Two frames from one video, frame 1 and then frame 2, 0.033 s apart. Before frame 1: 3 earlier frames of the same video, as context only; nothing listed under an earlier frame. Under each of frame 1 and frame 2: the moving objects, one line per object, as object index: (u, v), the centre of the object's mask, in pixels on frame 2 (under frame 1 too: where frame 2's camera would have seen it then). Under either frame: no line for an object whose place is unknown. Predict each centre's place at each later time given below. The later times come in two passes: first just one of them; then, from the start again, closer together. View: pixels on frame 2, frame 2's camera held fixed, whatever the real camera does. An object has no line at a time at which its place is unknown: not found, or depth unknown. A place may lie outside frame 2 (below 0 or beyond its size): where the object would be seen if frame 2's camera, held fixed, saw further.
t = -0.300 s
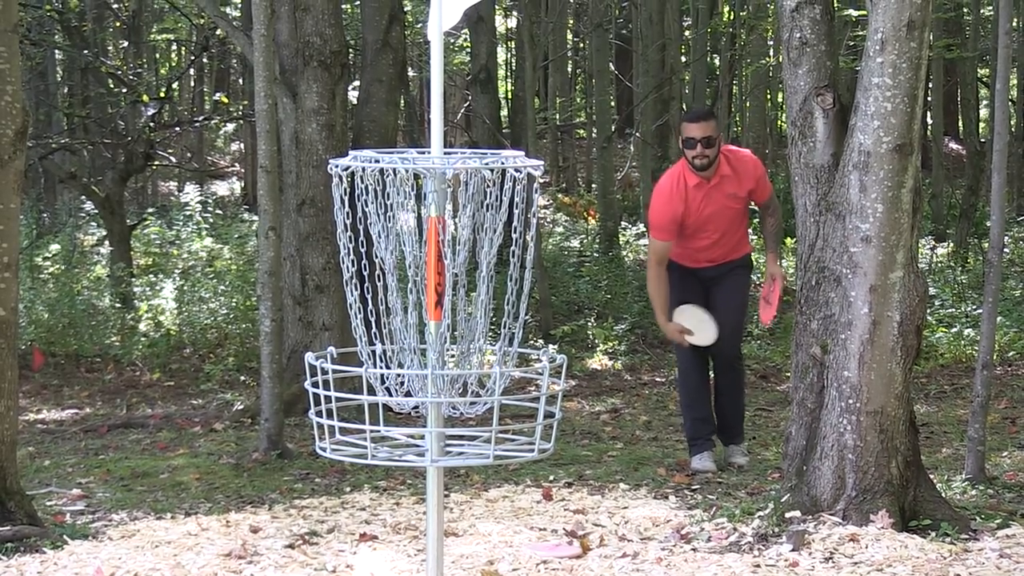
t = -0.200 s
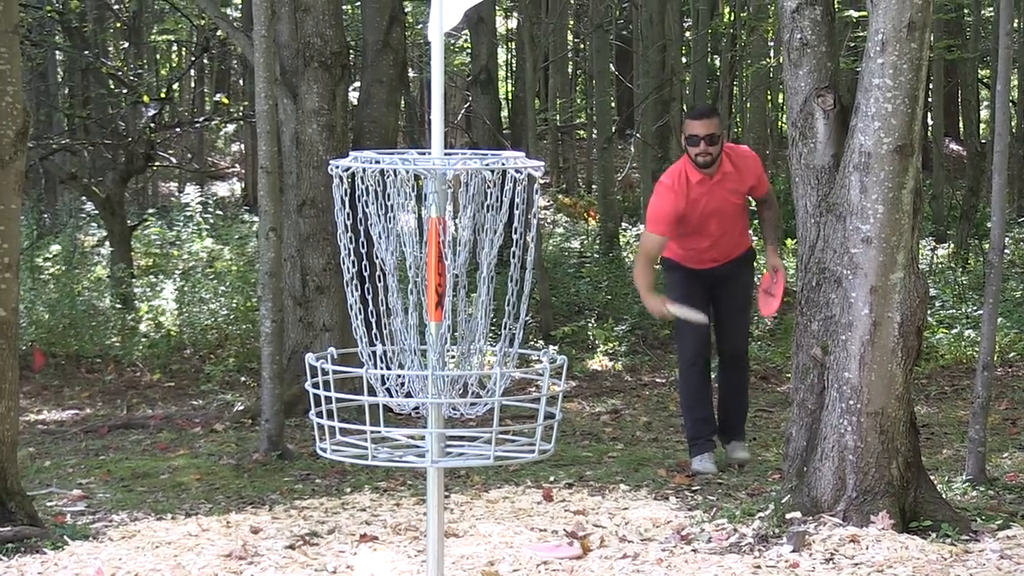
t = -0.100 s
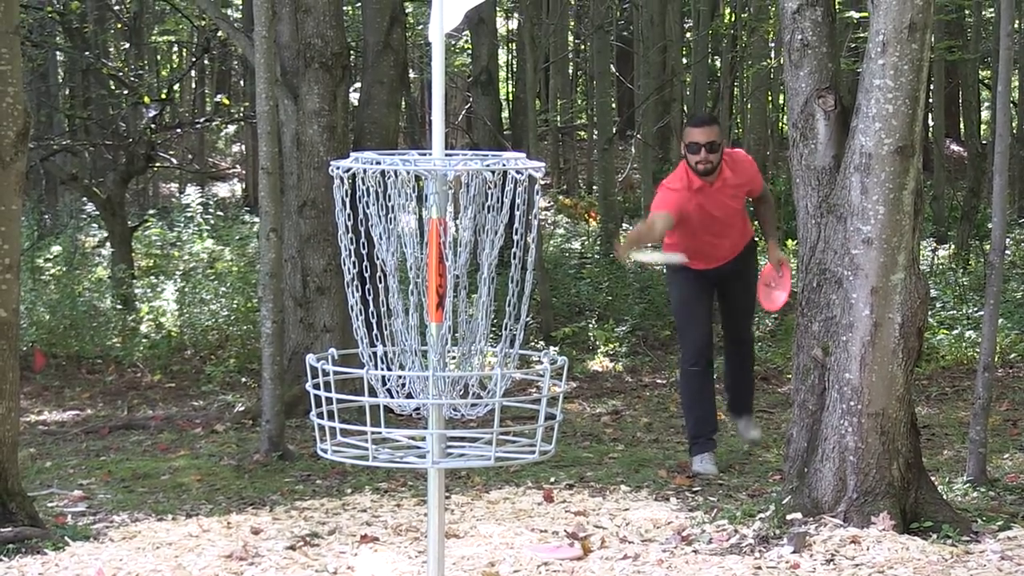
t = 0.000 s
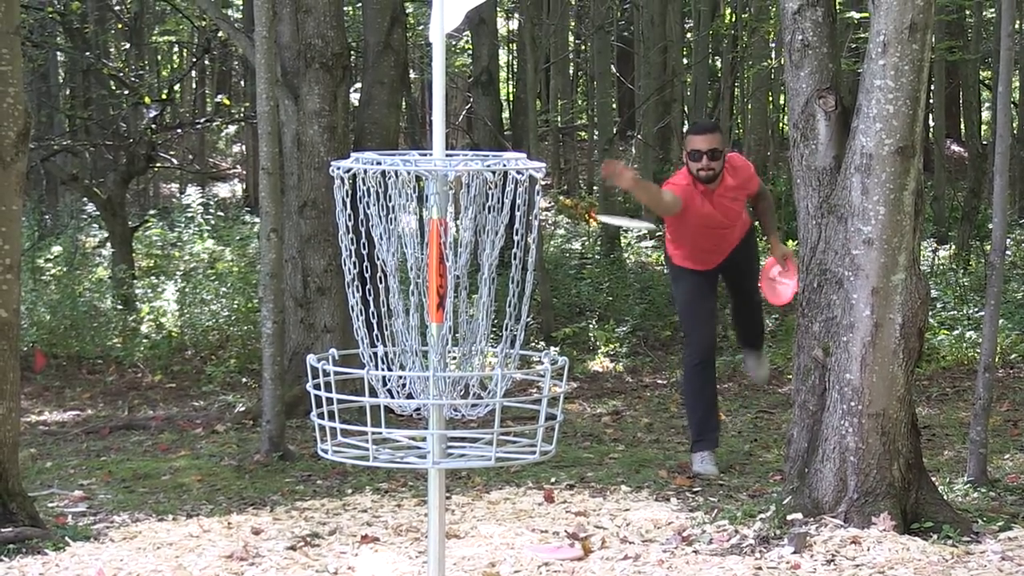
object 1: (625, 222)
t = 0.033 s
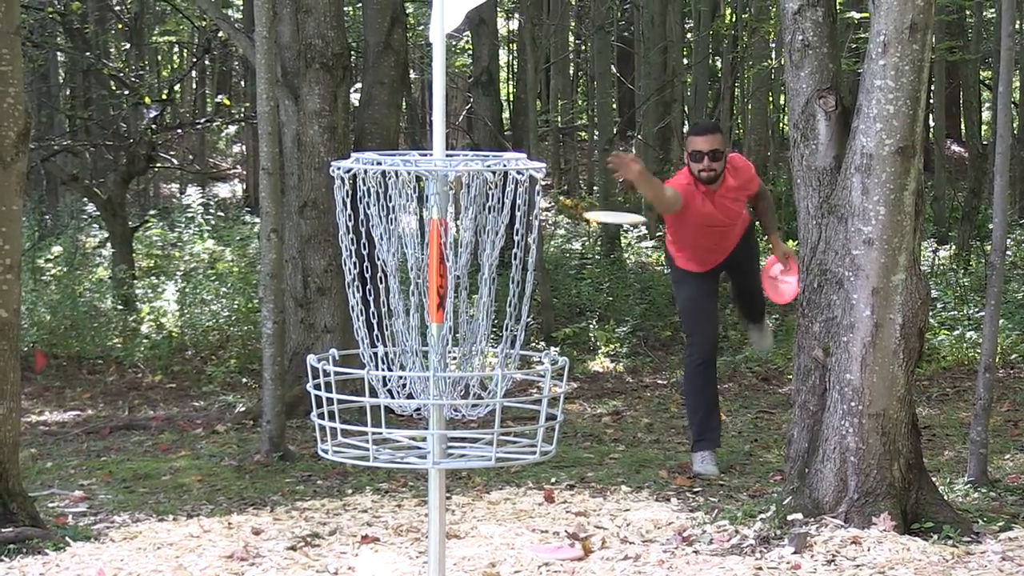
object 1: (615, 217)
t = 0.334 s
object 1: (488, 306)
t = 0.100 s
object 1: (590, 217)
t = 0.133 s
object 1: (576, 221)
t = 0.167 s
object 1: (564, 229)
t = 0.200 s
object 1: (550, 239)
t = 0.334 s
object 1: (488, 306)
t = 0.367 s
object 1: (495, 314)
